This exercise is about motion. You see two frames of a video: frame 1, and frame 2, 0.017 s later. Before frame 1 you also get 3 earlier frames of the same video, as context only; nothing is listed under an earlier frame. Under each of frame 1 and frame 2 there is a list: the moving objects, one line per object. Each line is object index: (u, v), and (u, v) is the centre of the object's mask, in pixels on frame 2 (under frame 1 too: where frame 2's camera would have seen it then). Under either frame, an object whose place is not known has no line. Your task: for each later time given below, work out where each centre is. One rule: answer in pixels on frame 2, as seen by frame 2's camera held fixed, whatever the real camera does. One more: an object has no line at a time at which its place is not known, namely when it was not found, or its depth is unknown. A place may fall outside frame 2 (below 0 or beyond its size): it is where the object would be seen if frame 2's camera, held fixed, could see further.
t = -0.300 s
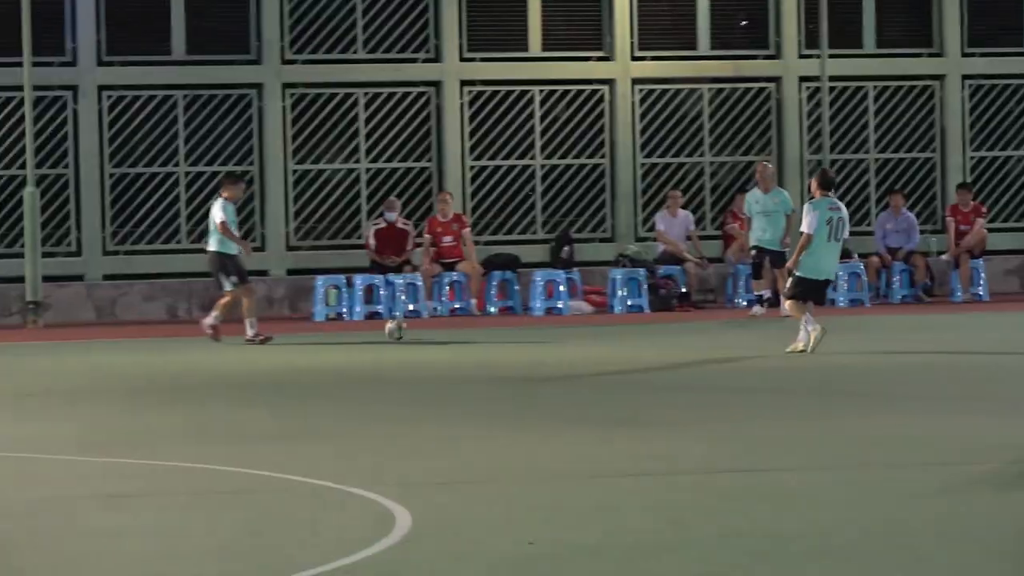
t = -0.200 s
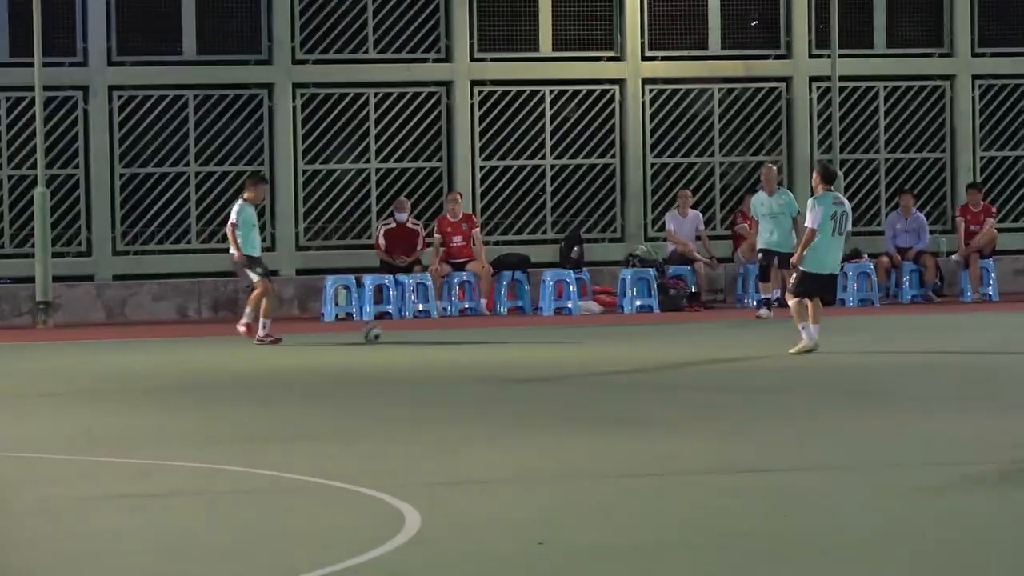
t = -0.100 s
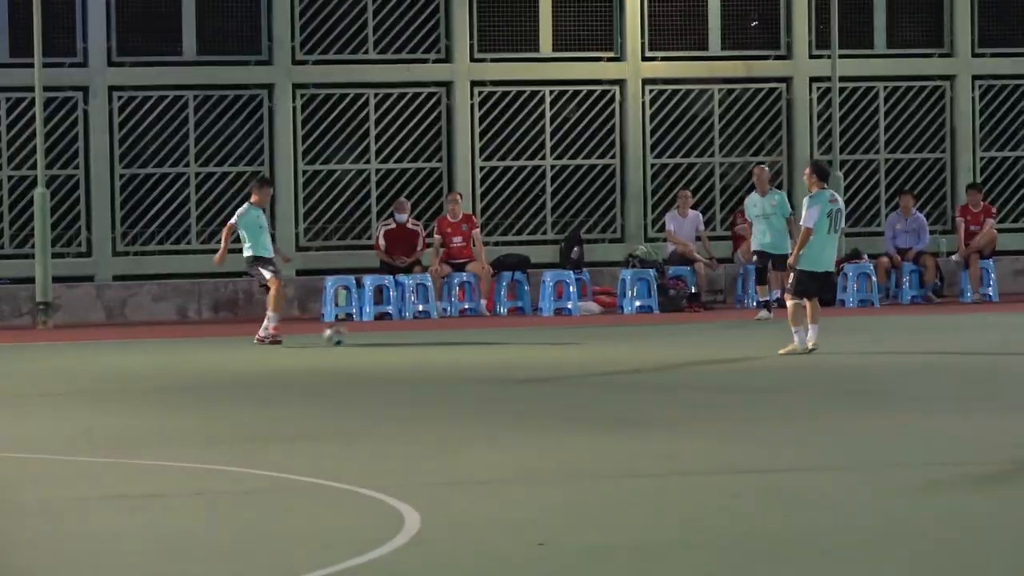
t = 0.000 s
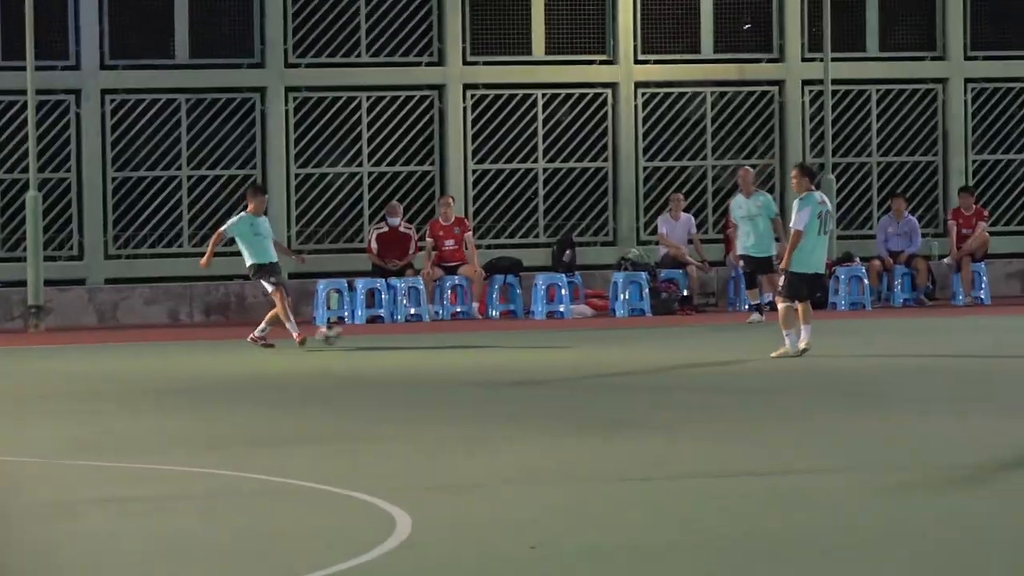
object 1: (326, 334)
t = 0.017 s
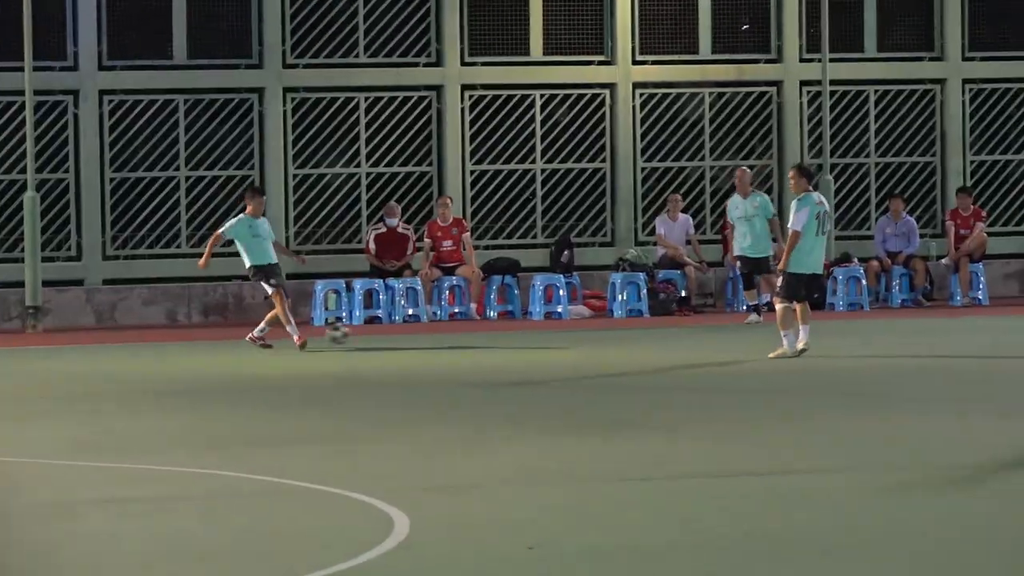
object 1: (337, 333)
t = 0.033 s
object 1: (349, 332)
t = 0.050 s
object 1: (358, 331)
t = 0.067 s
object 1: (370, 330)
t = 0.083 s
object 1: (381, 330)
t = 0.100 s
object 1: (392, 330)
